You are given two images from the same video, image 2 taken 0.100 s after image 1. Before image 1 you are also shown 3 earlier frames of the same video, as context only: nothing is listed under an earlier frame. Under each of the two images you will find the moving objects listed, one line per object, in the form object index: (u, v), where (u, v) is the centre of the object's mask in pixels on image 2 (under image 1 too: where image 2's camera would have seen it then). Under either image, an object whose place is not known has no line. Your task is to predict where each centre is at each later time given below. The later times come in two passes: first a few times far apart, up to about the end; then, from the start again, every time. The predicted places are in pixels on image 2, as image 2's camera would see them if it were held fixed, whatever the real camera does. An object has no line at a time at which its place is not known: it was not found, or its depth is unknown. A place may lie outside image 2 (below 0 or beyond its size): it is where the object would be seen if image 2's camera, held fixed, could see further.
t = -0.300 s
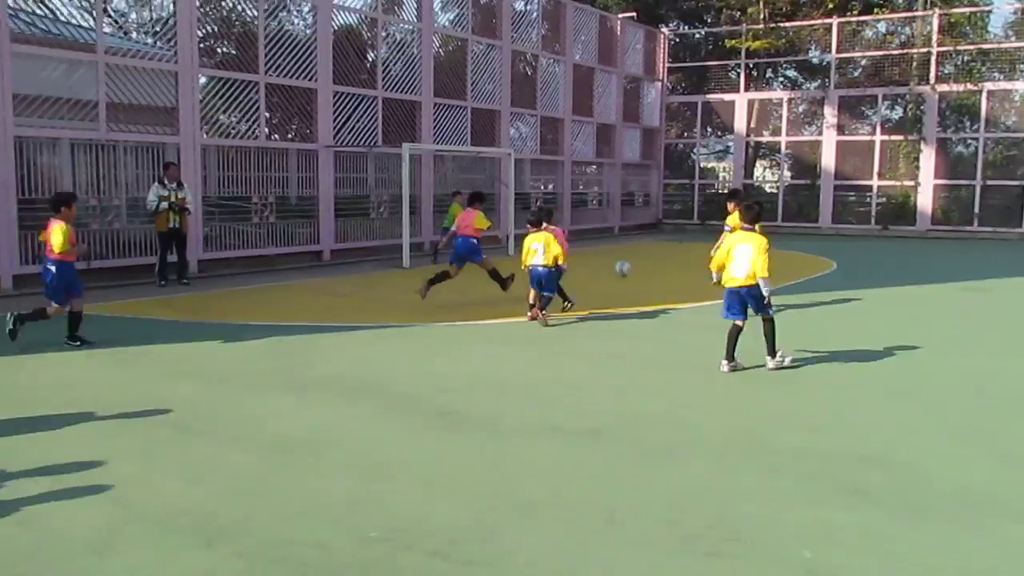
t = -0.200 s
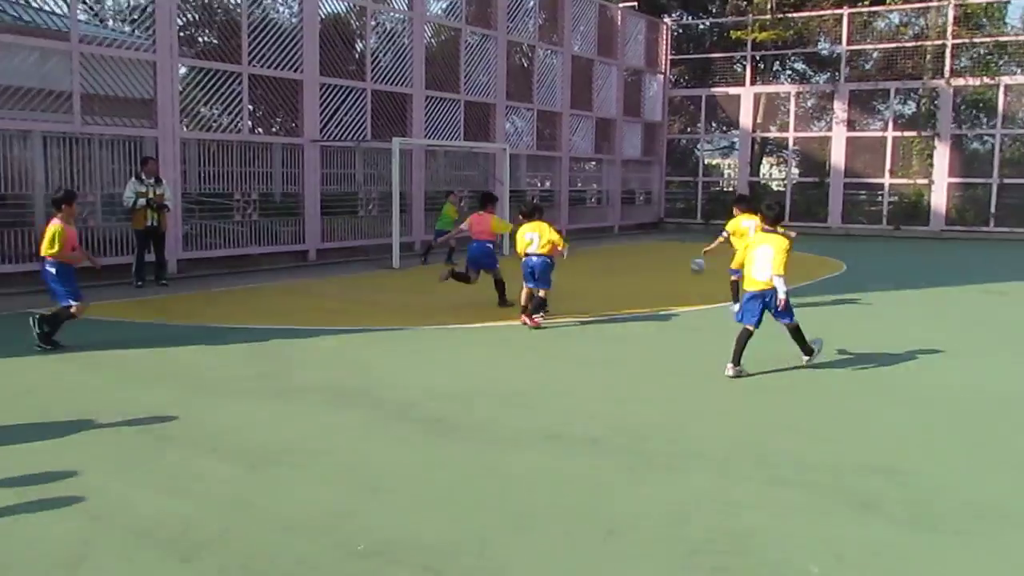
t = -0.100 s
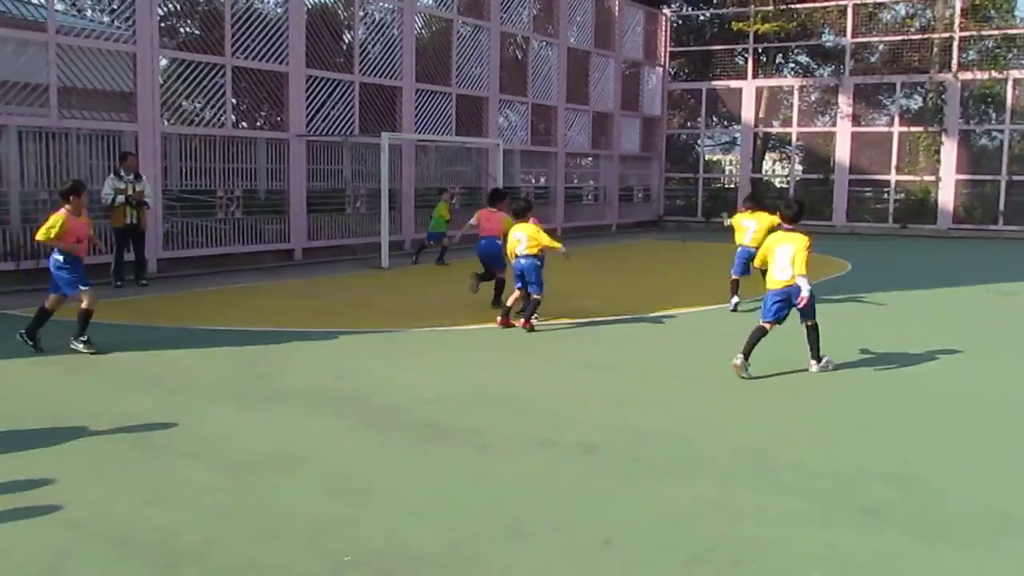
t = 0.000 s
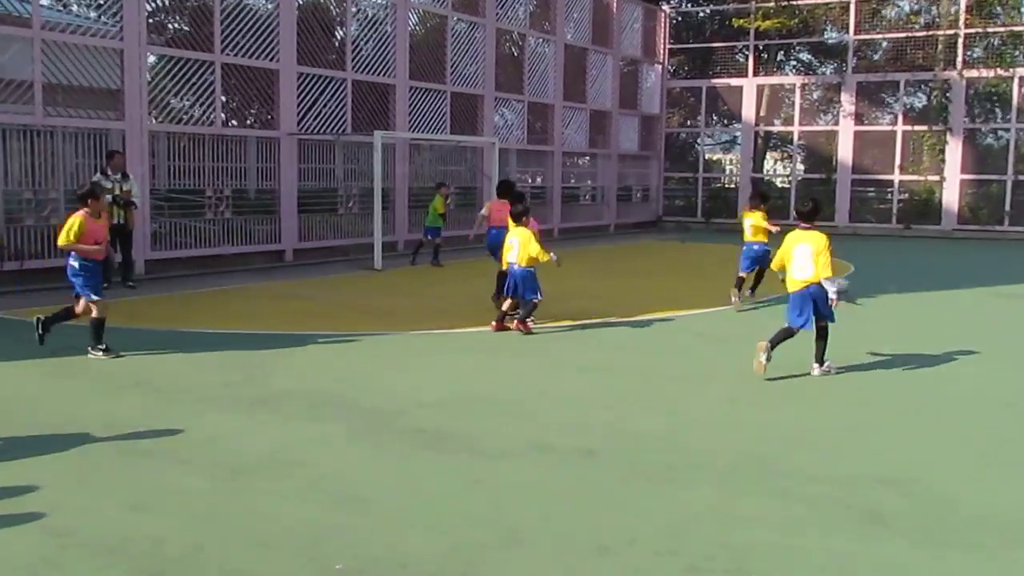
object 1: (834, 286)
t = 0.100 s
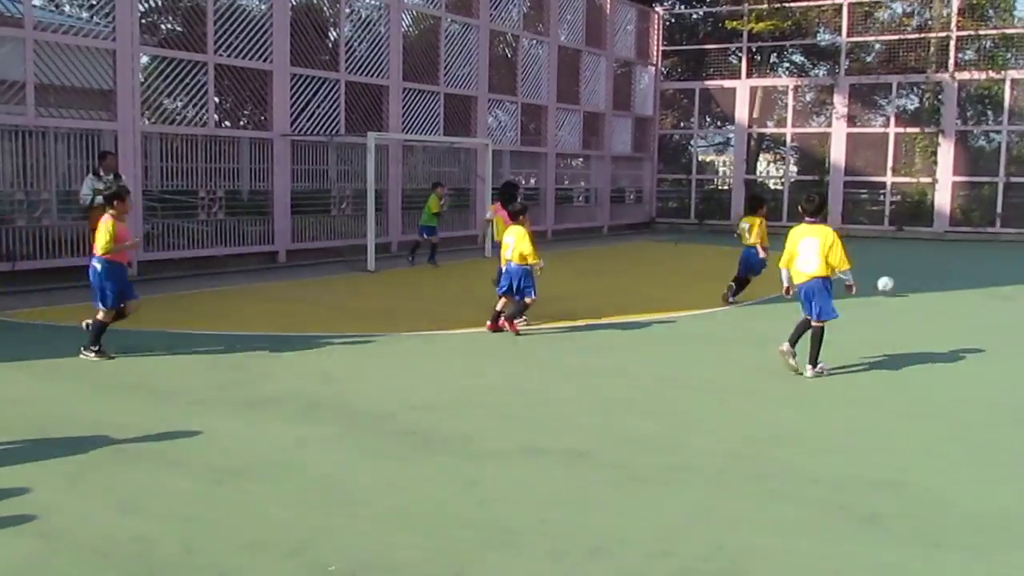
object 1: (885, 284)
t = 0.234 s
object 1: (947, 286)
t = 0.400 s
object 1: (1008, 284)
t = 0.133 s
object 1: (901, 283)
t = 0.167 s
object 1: (917, 283)
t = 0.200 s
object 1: (932, 284)
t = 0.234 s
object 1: (947, 286)
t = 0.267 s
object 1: (961, 286)
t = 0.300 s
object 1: (973, 285)
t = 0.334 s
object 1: (985, 285)
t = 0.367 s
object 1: (996, 285)
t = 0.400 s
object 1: (1008, 284)
